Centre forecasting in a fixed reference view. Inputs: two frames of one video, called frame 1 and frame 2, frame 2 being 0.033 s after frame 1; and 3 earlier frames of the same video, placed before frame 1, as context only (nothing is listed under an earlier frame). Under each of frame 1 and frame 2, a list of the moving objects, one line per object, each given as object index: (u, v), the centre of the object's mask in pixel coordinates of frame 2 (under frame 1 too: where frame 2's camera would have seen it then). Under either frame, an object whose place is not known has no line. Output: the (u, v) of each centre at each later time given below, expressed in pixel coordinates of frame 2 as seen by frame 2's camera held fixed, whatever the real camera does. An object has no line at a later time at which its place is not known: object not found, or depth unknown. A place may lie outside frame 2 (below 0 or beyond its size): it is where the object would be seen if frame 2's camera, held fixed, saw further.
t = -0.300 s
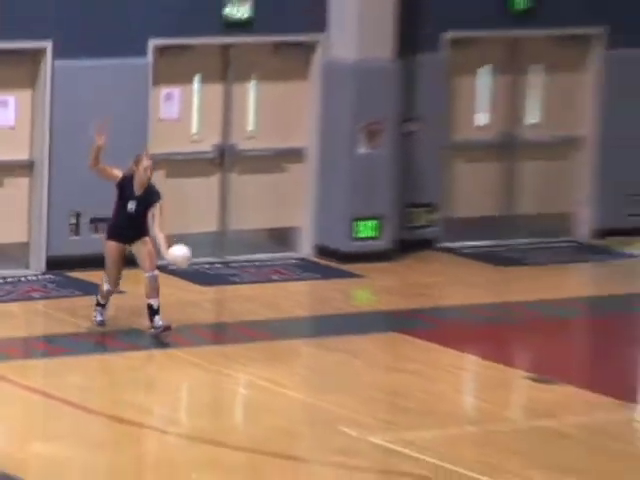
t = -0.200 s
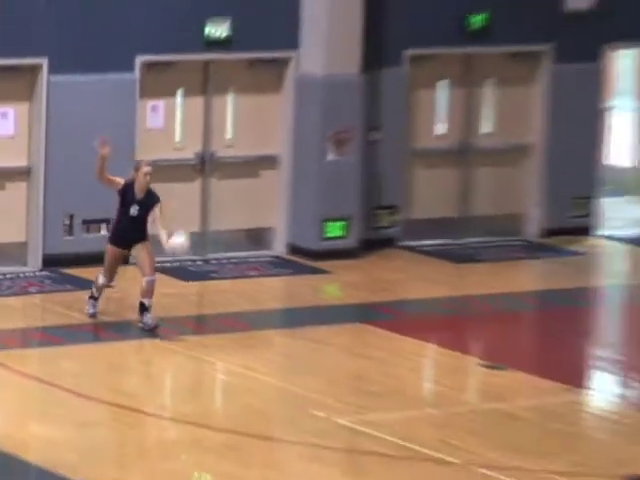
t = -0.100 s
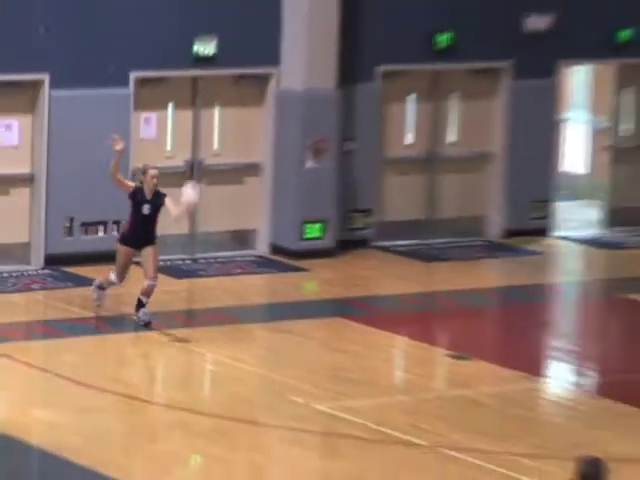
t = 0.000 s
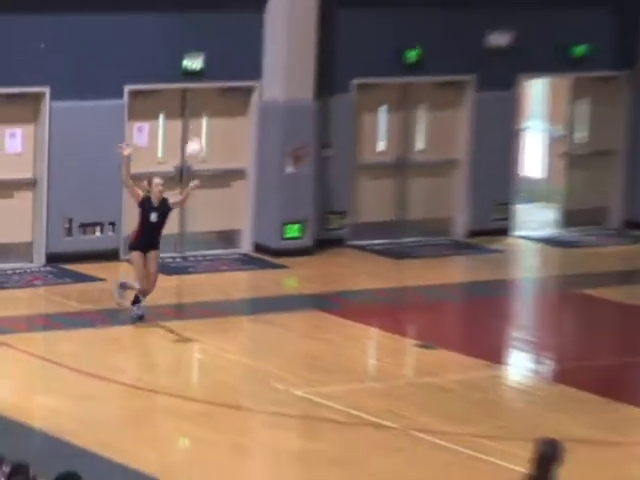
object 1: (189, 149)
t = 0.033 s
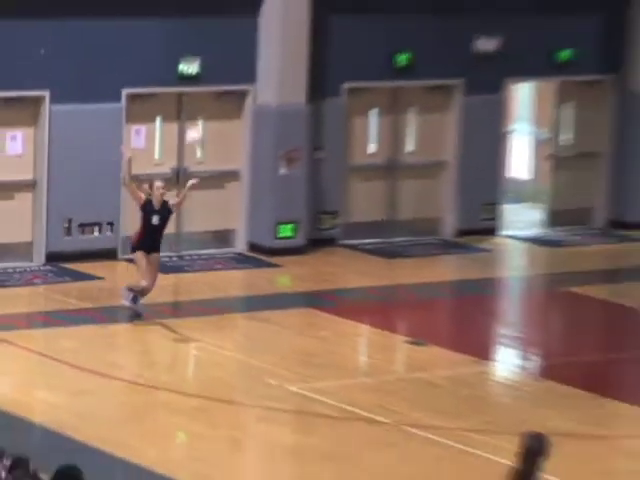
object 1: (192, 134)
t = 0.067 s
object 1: (198, 122)
